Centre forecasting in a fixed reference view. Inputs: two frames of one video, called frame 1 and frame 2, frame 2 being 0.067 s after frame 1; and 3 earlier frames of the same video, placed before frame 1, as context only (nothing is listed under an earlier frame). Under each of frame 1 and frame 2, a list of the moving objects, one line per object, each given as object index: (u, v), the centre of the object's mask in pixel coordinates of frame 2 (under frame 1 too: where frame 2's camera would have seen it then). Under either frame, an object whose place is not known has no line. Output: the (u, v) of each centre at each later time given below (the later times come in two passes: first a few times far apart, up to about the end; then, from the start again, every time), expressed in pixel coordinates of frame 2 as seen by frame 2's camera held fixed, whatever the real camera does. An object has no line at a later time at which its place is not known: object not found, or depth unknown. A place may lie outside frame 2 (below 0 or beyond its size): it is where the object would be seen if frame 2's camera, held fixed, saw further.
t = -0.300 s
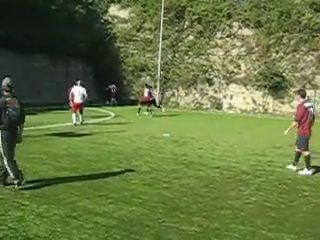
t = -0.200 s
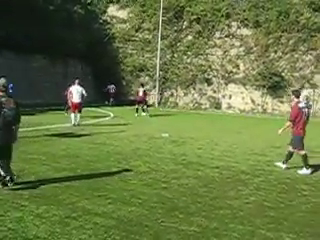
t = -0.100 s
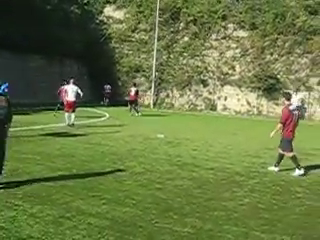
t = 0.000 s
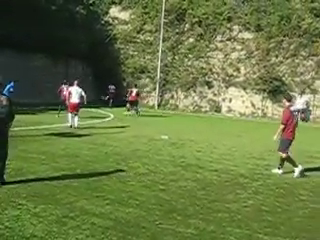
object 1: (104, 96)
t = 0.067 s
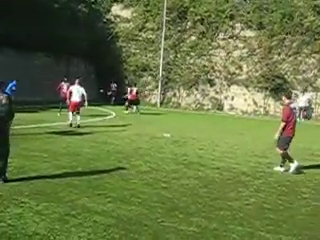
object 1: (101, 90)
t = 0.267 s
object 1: (91, 77)
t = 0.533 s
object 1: (77, 66)
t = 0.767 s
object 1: (65, 64)
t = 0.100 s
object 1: (99, 88)
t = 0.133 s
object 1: (97, 85)
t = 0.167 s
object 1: (95, 84)
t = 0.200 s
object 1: (94, 81)
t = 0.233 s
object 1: (92, 79)
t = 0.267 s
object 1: (91, 77)
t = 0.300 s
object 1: (90, 75)
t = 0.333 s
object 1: (88, 73)
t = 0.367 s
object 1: (86, 71)
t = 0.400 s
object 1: (84, 70)
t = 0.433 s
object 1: (83, 69)
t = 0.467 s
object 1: (81, 67)
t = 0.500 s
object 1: (79, 66)
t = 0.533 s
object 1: (77, 66)
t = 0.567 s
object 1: (75, 65)
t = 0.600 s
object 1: (74, 64)
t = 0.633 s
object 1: (72, 64)
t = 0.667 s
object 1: (70, 64)
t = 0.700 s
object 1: (68, 63)
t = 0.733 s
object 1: (66, 64)
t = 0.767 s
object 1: (65, 64)
